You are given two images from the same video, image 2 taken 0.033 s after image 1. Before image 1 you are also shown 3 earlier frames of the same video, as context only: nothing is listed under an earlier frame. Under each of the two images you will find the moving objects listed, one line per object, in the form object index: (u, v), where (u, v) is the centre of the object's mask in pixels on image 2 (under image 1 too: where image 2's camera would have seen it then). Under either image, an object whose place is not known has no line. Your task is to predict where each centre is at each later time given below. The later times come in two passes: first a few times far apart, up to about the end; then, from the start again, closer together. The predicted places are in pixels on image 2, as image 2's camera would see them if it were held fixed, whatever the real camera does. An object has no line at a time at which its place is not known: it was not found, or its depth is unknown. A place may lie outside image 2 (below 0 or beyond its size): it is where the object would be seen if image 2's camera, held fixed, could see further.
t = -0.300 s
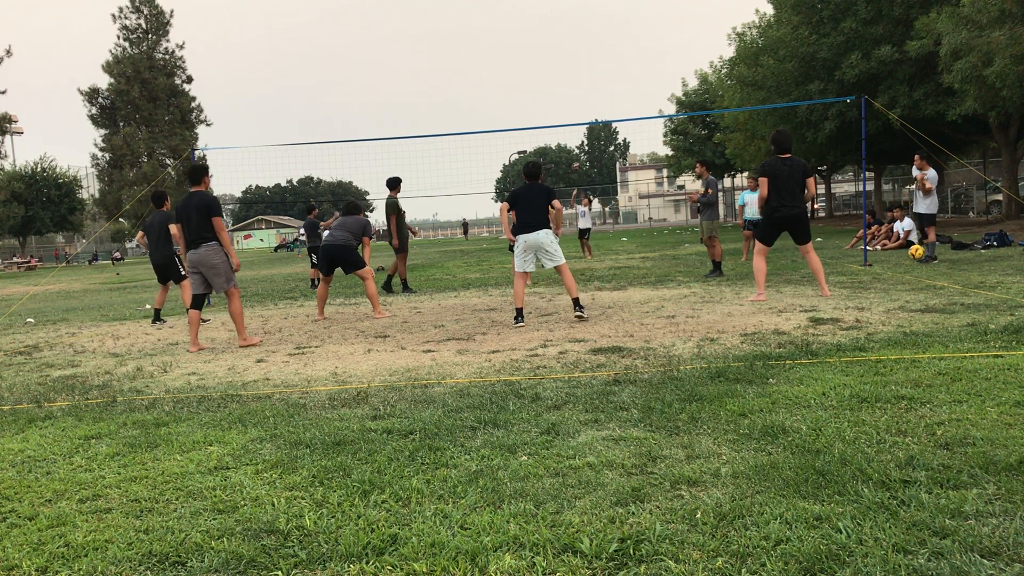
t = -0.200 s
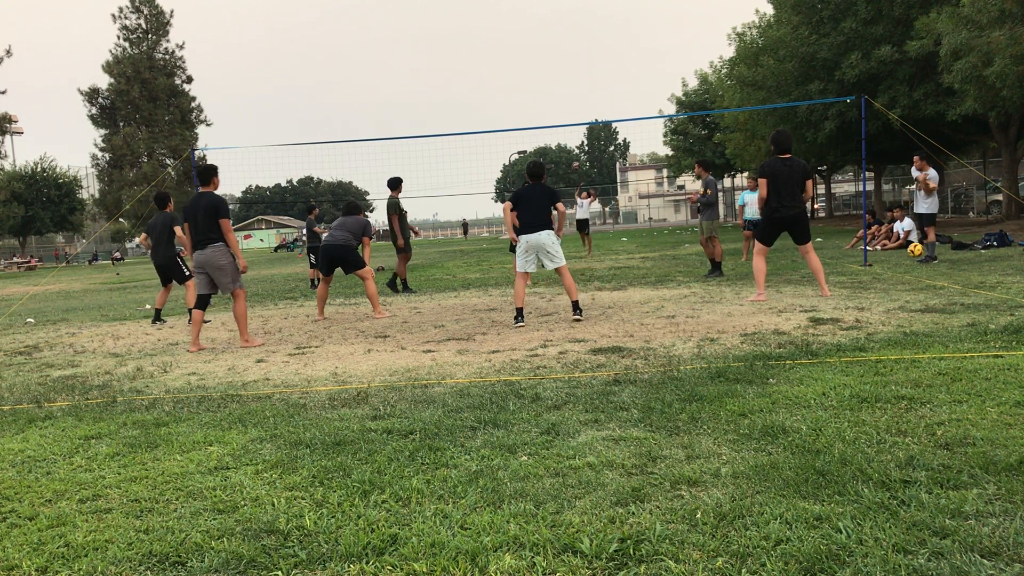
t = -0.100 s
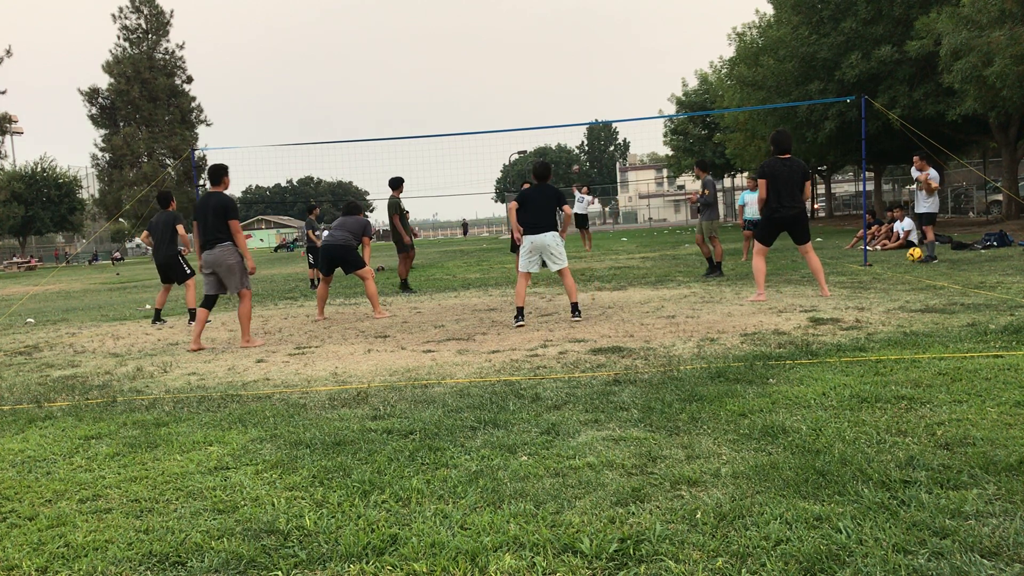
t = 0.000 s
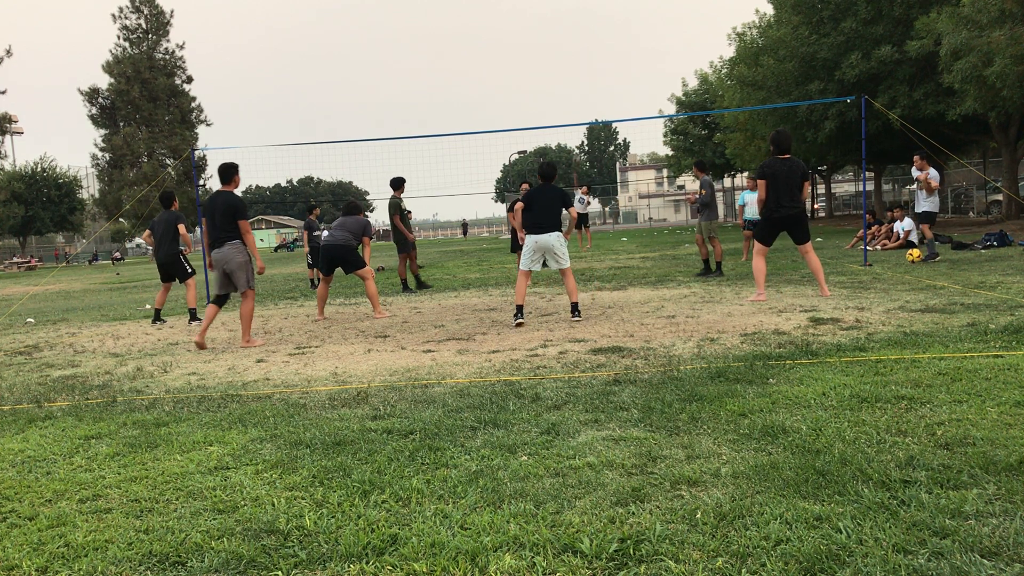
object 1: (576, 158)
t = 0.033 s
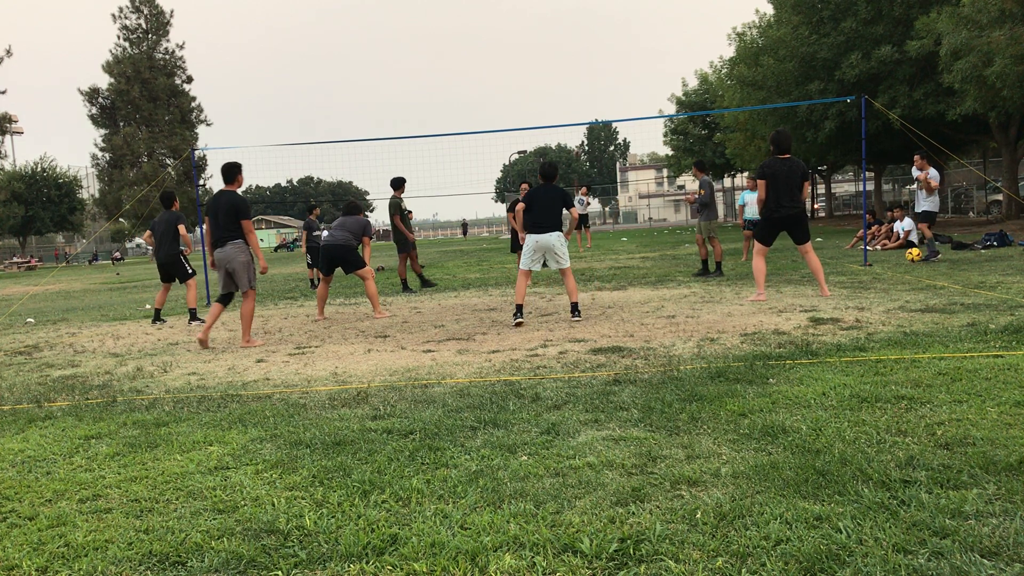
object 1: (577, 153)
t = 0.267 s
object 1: (583, 111)
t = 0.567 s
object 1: (595, 82)
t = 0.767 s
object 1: (611, 90)
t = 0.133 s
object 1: (580, 133)
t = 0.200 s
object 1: (581, 120)
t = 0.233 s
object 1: (582, 116)
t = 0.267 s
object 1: (583, 111)
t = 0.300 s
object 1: (584, 106)
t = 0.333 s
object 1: (585, 102)
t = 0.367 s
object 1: (586, 97)
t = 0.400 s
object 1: (587, 94)
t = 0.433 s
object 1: (588, 90)
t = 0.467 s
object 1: (590, 88)
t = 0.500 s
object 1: (592, 85)
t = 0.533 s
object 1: (593, 84)
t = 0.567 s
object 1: (595, 82)
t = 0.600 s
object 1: (598, 82)
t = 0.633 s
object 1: (600, 82)
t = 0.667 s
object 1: (602, 83)
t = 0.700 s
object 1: (605, 84)
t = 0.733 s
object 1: (607, 87)
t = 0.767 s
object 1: (611, 90)
